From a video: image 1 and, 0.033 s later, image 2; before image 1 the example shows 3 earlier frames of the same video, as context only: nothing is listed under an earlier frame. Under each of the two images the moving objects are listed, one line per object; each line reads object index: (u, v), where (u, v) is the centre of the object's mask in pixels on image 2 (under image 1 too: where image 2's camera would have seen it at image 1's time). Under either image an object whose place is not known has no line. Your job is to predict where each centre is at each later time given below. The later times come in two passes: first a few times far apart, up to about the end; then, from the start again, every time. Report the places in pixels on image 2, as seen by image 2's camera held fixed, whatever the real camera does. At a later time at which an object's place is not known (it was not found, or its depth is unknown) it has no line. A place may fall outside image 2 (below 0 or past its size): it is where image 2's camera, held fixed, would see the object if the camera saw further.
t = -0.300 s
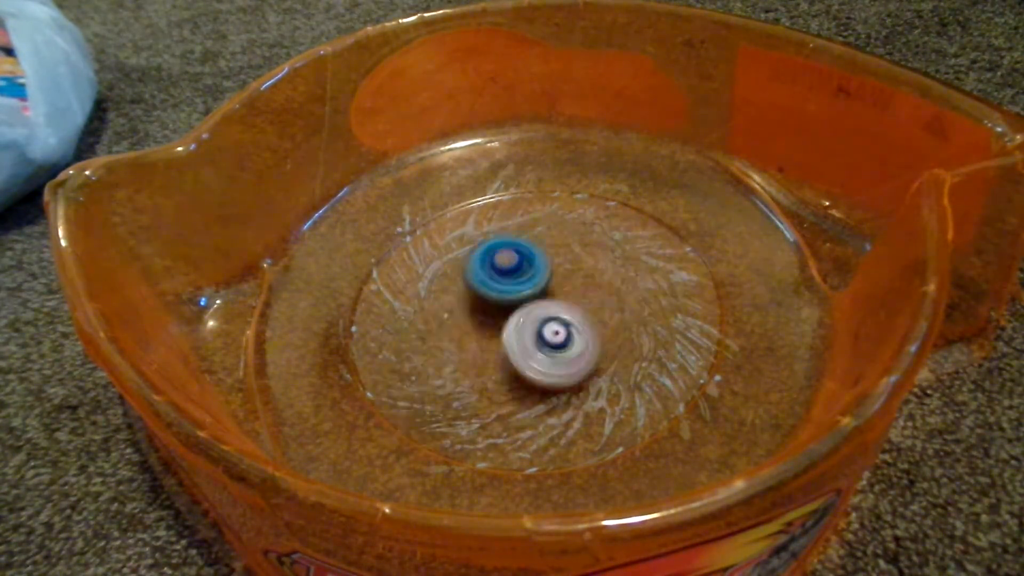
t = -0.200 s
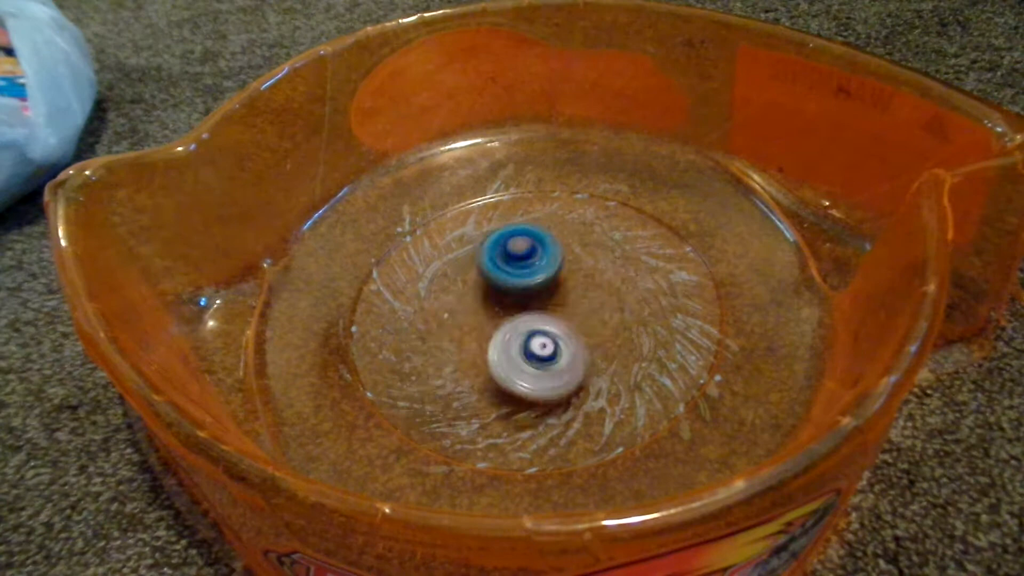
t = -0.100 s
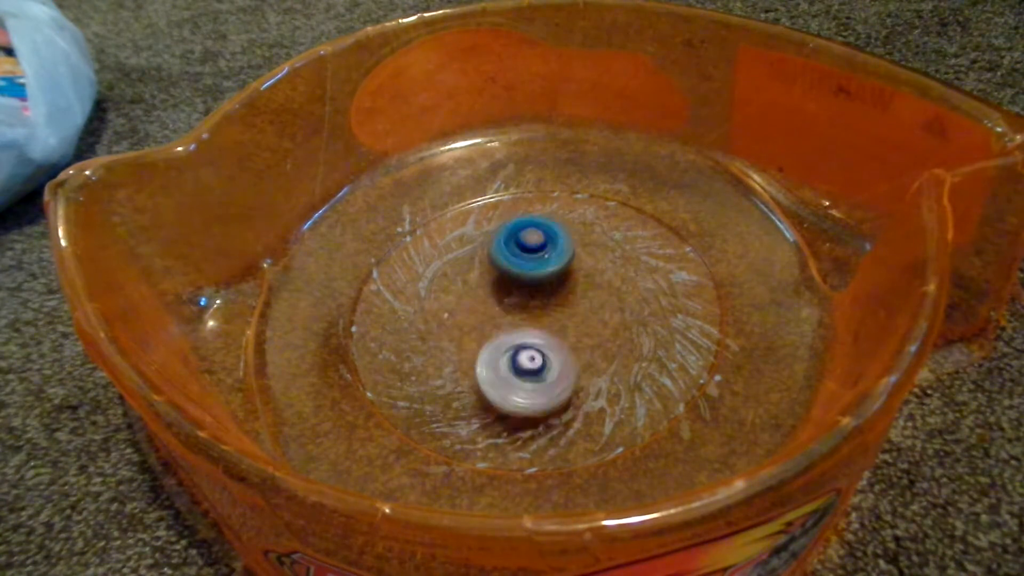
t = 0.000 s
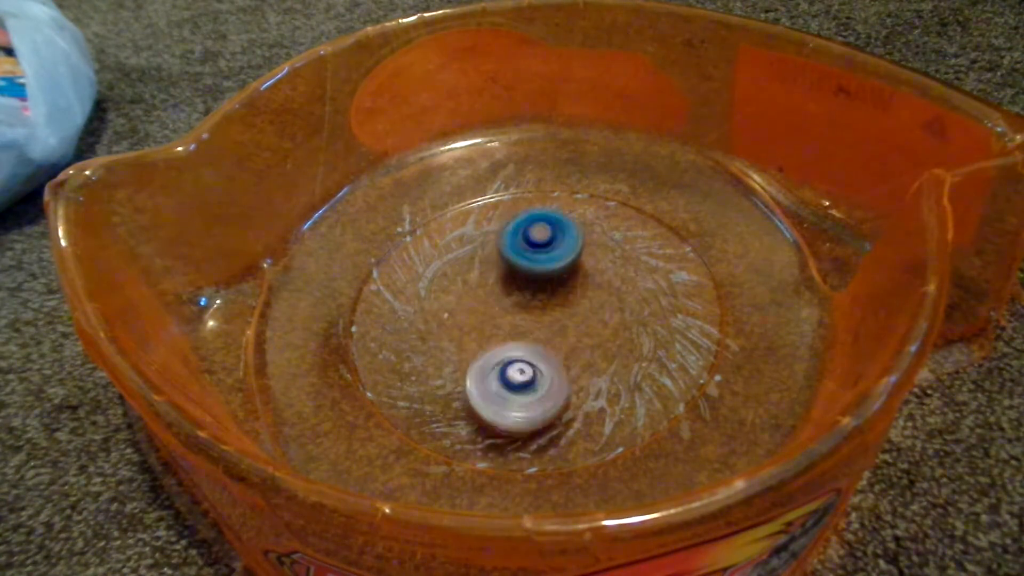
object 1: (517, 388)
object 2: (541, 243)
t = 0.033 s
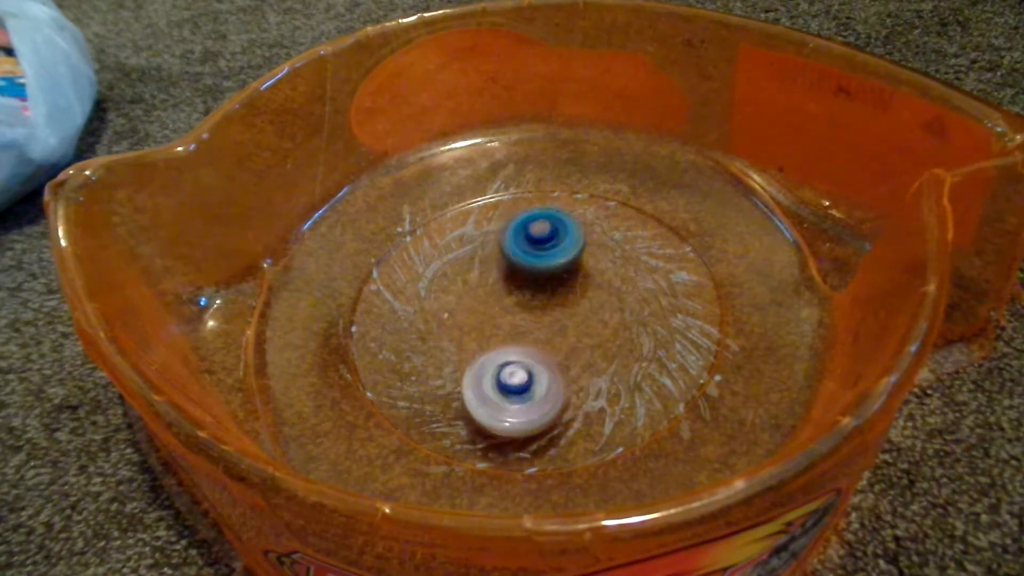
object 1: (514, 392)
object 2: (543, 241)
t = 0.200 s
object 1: (487, 404)
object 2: (551, 239)
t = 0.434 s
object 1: (471, 371)
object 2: (560, 258)
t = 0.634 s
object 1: (476, 335)
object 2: (572, 278)
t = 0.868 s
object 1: (472, 298)
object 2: (582, 301)
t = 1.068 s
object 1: (461, 273)
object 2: (586, 313)
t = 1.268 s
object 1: (452, 251)
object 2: (577, 316)
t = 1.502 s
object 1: (477, 241)
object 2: (551, 319)
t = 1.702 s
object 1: (503, 258)
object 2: (530, 323)
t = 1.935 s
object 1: (530, 266)
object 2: (532, 350)
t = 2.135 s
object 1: (556, 255)
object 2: (532, 373)
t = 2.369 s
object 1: (589, 245)
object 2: (534, 385)
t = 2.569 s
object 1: (601, 262)
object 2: (528, 363)
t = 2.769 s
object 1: (591, 274)
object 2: (517, 339)
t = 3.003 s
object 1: (598, 255)
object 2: (471, 341)
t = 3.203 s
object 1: (578, 265)
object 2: (467, 327)
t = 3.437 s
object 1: (564, 277)
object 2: (473, 307)
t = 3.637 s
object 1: (570, 294)
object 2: (465, 295)
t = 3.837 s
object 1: (581, 311)
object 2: (456, 293)
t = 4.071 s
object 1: (573, 329)
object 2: (467, 295)
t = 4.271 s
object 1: (567, 338)
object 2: (460, 290)
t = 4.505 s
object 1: (559, 335)
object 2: (451, 288)
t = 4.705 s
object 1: (546, 323)
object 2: (461, 292)
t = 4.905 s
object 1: (554, 310)
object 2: (451, 291)
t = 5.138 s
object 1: (557, 294)
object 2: (456, 299)
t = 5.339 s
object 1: (566, 283)
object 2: (465, 297)
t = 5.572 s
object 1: (581, 275)
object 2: (468, 302)
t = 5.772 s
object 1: (583, 280)
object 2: (475, 303)
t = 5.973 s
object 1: (568, 287)
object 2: (476, 309)
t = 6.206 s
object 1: (578, 286)
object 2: (467, 313)
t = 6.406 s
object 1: (580, 290)
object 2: (478, 316)
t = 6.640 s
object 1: (563, 297)
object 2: (469, 311)
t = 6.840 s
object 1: (562, 297)
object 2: (462, 312)
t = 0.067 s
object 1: (509, 395)
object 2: (545, 240)
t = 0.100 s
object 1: (505, 399)
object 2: (547, 239)
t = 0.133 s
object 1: (499, 402)
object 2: (549, 238)
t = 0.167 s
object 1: (493, 404)
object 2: (551, 238)
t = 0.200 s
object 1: (487, 404)
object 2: (551, 239)
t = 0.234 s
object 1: (480, 402)
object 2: (552, 239)
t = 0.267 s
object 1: (475, 399)
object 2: (553, 240)
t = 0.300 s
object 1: (472, 394)
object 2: (554, 243)
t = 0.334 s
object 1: (471, 388)
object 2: (555, 247)
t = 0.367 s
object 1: (470, 382)
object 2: (556, 250)
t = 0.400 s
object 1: (470, 377)
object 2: (558, 253)
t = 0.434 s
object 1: (471, 371)
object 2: (560, 258)
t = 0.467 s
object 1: (471, 364)
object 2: (562, 261)
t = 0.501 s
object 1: (472, 359)
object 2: (564, 265)
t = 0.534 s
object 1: (473, 353)
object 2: (566, 268)
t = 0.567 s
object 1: (474, 346)
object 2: (569, 271)
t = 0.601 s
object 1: (475, 341)
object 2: (571, 275)
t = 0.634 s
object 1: (476, 335)
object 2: (572, 278)
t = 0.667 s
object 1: (477, 329)
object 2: (575, 282)
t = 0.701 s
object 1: (477, 324)
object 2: (576, 286)
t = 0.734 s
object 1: (476, 318)
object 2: (577, 289)
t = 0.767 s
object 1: (476, 313)
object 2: (578, 293)
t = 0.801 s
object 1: (475, 308)
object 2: (579, 295)
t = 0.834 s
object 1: (473, 302)
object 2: (581, 299)
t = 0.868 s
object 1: (472, 298)
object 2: (582, 301)
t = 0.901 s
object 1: (470, 294)
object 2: (582, 304)
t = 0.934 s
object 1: (469, 288)
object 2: (584, 307)
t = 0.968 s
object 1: (467, 285)
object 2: (584, 308)
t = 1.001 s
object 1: (465, 282)
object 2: (586, 310)
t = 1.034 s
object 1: (463, 277)
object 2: (586, 312)
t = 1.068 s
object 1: (461, 273)
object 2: (586, 313)
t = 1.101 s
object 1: (460, 270)
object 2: (586, 314)
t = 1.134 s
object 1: (458, 266)
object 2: (585, 314)
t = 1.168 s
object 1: (456, 263)
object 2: (584, 314)
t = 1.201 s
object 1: (454, 259)
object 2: (582, 315)
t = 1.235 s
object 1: (452, 255)
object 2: (579, 316)
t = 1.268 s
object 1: (452, 251)
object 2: (577, 316)
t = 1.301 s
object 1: (452, 248)
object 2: (573, 316)
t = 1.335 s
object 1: (454, 244)
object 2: (570, 317)
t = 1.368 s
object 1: (457, 241)
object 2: (567, 318)
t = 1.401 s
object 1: (460, 240)
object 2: (563, 318)
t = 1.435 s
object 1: (466, 239)
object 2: (559, 318)
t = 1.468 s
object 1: (471, 240)
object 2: (555, 319)
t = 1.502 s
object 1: (477, 241)
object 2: (551, 319)
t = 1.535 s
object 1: (482, 244)
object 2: (547, 320)
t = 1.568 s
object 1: (487, 247)
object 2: (543, 319)
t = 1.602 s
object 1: (492, 250)
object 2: (539, 319)
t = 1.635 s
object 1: (495, 253)
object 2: (536, 320)
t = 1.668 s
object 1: (500, 256)
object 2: (532, 321)
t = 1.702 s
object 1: (503, 258)
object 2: (530, 323)
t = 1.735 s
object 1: (504, 256)
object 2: (530, 332)
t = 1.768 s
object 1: (505, 255)
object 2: (529, 337)
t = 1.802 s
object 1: (510, 257)
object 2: (530, 341)
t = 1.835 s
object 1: (516, 258)
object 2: (530, 345)
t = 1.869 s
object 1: (521, 260)
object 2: (531, 347)
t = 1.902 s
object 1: (525, 262)
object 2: (532, 349)
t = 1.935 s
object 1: (530, 266)
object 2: (532, 350)
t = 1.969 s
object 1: (534, 268)
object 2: (535, 351)
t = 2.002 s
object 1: (538, 271)
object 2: (537, 351)
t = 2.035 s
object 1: (543, 274)
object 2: (537, 349)
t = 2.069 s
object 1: (547, 275)
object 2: (537, 351)
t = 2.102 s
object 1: (551, 263)
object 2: (535, 363)
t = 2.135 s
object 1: (556, 255)
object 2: (532, 373)
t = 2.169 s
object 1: (561, 251)
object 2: (532, 378)
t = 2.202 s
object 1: (564, 248)
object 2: (532, 383)
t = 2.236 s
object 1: (569, 247)
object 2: (532, 385)
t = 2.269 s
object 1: (574, 246)
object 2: (533, 385)
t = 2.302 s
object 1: (580, 244)
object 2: (533, 386)
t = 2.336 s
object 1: (584, 244)
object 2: (533, 386)
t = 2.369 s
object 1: (589, 245)
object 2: (534, 385)
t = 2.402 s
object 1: (593, 245)
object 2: (534, 383)
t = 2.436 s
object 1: (596, 248)
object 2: (533, 379)
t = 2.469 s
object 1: (600, 251)
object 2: (532, 375)
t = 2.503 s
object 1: (601, 254)
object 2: (531, 371)
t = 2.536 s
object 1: (602, 257)
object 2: (530, 368)
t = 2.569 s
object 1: (601, 262)
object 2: (528, 363)
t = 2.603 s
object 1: (599, 266)
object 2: (528, 358)
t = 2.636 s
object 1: (596, 270)
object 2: (529, 352)
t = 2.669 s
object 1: (593, 274)
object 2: (528, 346)
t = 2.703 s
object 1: (590, 277)
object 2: (529, 339)
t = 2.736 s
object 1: (588, 279)
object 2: (528, 335)
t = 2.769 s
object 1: (591, 274)
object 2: (517, 339)
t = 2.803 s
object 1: (596, 264)
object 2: (502, 347)
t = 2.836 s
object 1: (601, 257)
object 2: (492, 350)
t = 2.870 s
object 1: (602, 255)
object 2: (485, 349)
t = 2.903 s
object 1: (602, 255)
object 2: (481, 346)
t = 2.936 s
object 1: (601, 254)
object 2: (479, 346)
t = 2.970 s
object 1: (600, 255)
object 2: (476, 345)
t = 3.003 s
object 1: (598, 255)
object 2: (471, 341)
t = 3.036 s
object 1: (595, 257)
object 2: (470, 340)
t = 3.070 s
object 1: (594, 258)
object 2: (469, 338)
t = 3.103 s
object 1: (592, 259)
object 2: (468, 335)
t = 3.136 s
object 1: (587, 262)
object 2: (467, 332)
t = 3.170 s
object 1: (582, 264)
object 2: (467, 330)
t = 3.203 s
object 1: (578, 265)
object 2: (467, 327)
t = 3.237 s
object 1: (575, 267)
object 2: (468, 323)
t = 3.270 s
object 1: (573, 268)
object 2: (470, 320)
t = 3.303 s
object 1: (567, 271)
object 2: (471, 317)
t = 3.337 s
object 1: (562, 275)
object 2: (474, 313)
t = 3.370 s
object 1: (561, 277)
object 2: (476, 309)
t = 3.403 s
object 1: (562, 277)
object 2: (476, 309)
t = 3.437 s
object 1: (564, 277)
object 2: (473, 307)
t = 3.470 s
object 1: (563, 281)
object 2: (472, 305)
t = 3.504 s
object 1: (564, 283)
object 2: (472, 303)
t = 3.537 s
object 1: (564, 284)
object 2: (470, 302)
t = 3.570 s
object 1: (564, 288)
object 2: (470, 299)
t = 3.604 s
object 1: (566, 291)
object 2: (469, 297)
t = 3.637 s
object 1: (570, 294)
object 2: (465, 295)
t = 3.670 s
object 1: (571, 296)
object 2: (461, 294)
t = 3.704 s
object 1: (574, 298)
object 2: (458, 293)
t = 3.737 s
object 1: (576, 301)
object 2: (457, 293)
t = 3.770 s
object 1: (578, 305)
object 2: (456, 294)
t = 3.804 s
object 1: (579, 307)
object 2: (455, 293)
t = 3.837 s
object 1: (581, 311)
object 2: (456, 293)
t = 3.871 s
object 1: (582, 314)
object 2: (457, 294)
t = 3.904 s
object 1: (582, 316)
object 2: (458, 294)
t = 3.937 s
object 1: (582, 319)
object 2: (460, 293)
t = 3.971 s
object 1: (580, 323)
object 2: (463, 294)
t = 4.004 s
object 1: (578, 326)
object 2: (464, 295)
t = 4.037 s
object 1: (576, 327)
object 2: (465, 295)
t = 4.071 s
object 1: (573, 329)
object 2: (467, 295)
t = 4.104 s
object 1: (570, 331)
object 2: (471, 295)
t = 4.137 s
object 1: (564, 333)
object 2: (473, 297)
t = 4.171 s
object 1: (560, 332)
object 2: (474, 297)
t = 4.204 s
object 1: (557, 332)
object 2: (475, 296)
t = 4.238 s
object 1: (563, 337)
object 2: (466, 292)
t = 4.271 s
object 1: (567, 338)
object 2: (460, 290)
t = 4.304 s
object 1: (567, 336)
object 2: (456, 289)
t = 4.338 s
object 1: (567, 338)
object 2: (453, 288)
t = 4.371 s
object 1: (566, 337)
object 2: (452, 287)
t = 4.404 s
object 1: (565, 337)
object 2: (452, 288)
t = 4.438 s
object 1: (564, 338)
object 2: (452, 288)
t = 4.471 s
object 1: (562, 335)
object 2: (451, 287)
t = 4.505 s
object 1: (559, 335)
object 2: (451, 288)
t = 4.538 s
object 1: (559, 335)
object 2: (452, 288)
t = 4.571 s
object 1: (556, 333)
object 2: (453, 288)
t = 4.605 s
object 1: (552, 330)
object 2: (455, 289)
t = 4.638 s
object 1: (551, 329)
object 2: (458, 290)
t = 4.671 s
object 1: (548, 326)
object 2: (461, 291)
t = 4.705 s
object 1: (546, 323)
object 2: (461, 292)
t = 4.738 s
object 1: (545, 322)
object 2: (462, 291)
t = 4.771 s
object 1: (547, 320)
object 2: (461, 289)
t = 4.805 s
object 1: (554, 319)
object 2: (456, 289)
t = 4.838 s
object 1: (555, 316)
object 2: (454, 291)
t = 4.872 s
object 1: (554, 312)
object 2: (452, 291)
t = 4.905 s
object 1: (554, 310)
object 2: (451, 291)
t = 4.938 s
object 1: (555, 308)
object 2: (452, 292)
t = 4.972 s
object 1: (554, 304)
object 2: (452, 293)
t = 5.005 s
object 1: (554, 302)
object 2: (452, 293)
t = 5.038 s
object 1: (554, 301)
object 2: (454, 292)
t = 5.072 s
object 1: (554, 300)
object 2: (457, 295)
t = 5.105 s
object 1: (555, 297)
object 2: (459, 297)
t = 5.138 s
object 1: (557, 294)
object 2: (456, 299)
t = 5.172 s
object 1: (558, 293)
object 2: (454, 296)
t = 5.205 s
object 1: (559, 291)
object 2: (456, 293)
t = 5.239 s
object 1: (559, 288)
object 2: (460, 294)
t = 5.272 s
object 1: (560, 288)
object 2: (464, 295)
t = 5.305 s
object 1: (561, 286)
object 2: (466, 296)
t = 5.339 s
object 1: (566, 283)
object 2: (465, 297)
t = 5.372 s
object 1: (569, 281)
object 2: (464, 297)
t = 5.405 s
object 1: (570, 280)
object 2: (465, 297)
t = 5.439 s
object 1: (573, 279)
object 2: (465, 299)
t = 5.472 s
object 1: (576, 277)
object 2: (466, 300)
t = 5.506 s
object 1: (579, 277)
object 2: (465, 301)
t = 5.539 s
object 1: (580, 276)
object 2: (466, 300)
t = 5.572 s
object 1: (581, 275)
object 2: (468, 302)
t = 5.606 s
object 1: (583, 276)
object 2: (470, 304)
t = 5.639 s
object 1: (584, 276)
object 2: (469, 306)
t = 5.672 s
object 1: (584, 277)
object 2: (466, 306)
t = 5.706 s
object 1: (584, 278)
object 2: (465, 304)
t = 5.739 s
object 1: (583, 279)
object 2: (469, 300)
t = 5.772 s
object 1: (583, 280)
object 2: (475, 303)
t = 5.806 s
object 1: (581, 281)
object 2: (477, 308)
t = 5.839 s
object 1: (578, 282)
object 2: (475, 312)
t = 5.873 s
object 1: (575, 284)
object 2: (472, 314)
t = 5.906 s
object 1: (573, 284)
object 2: (469, 311)
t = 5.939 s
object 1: (571, 284)
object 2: (472, 309)
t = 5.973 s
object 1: (568, 287)
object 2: (476, 309)
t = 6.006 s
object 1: (566, 287)
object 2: (478, 311)
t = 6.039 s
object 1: (568, 287)
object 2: (477, 314)
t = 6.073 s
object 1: (573, 284)
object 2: (475, 317)
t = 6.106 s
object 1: (574, 284)
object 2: (471, 318)
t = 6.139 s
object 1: (574, 286)
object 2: (468, 317)
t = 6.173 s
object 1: (577, 287)
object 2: (467, 315)
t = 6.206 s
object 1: (578, 286)
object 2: (467, 313)
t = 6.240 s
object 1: (578, 286)
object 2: (468, 312)
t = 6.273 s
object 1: (580, 288)
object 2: (470, 312)
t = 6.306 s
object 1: (580, 287)
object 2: (471, 312)
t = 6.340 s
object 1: (581, 289)
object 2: (473, 313)
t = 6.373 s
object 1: (581, 289)
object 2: (476, 314)
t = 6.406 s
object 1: (580, 290)
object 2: (478, 316)
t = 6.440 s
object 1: (580, 292)
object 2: (478, 317)
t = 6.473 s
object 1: (578, 293)
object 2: (477, 317)
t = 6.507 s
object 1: (576, 294)
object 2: (475, 316)
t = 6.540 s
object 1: (573, 296)
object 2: (473, 316)
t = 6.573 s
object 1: (570, 296)
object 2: (471, 316)
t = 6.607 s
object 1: (567, 296)
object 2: (470, 314)
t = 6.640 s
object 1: (563, 297)
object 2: (469, 311)
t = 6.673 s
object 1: (562, 298)
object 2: (469, 310)
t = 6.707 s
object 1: (560, 299)
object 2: (469, 308)
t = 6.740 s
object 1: (559, 298)
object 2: (469, 305)
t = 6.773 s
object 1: (563, 297)
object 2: (466, 306)
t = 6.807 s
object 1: (563, 297)
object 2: (463, 309)
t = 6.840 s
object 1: (562, 297)
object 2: (462, 312)
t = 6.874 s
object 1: (561, 296)
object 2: (460, 315)
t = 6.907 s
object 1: (560, 296)
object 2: (460, 319)
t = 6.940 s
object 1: (557, 296)
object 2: (462, 322)
